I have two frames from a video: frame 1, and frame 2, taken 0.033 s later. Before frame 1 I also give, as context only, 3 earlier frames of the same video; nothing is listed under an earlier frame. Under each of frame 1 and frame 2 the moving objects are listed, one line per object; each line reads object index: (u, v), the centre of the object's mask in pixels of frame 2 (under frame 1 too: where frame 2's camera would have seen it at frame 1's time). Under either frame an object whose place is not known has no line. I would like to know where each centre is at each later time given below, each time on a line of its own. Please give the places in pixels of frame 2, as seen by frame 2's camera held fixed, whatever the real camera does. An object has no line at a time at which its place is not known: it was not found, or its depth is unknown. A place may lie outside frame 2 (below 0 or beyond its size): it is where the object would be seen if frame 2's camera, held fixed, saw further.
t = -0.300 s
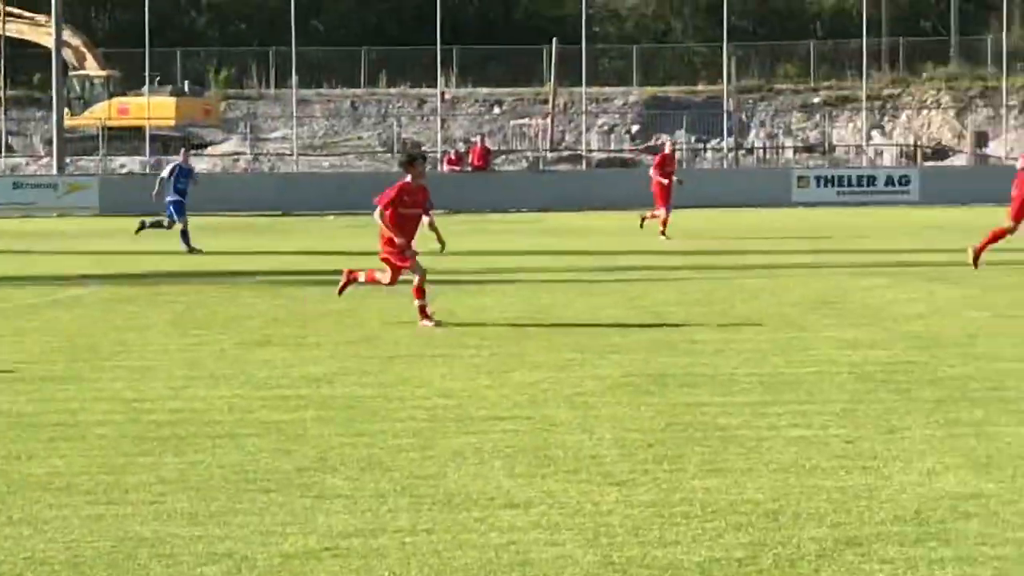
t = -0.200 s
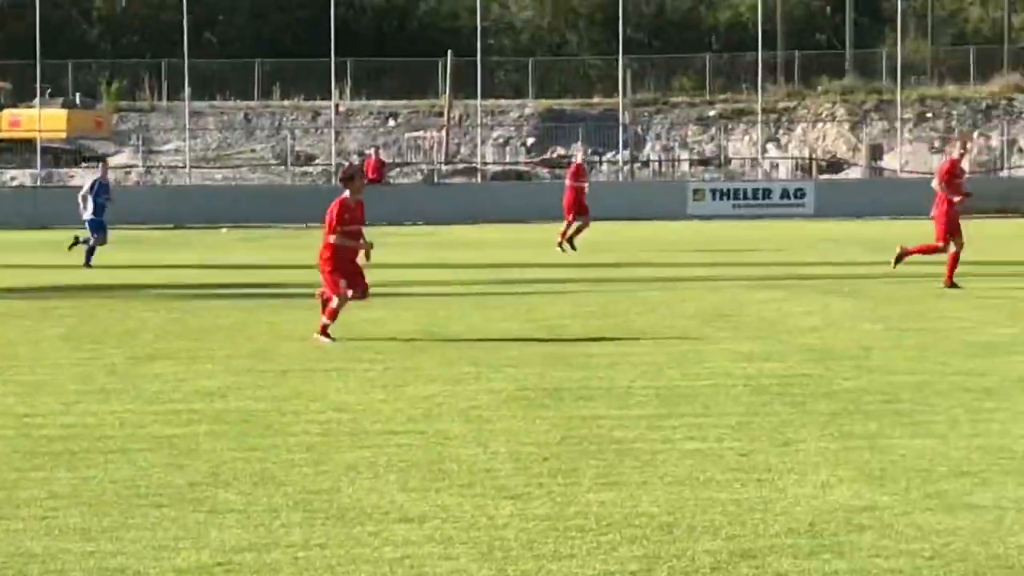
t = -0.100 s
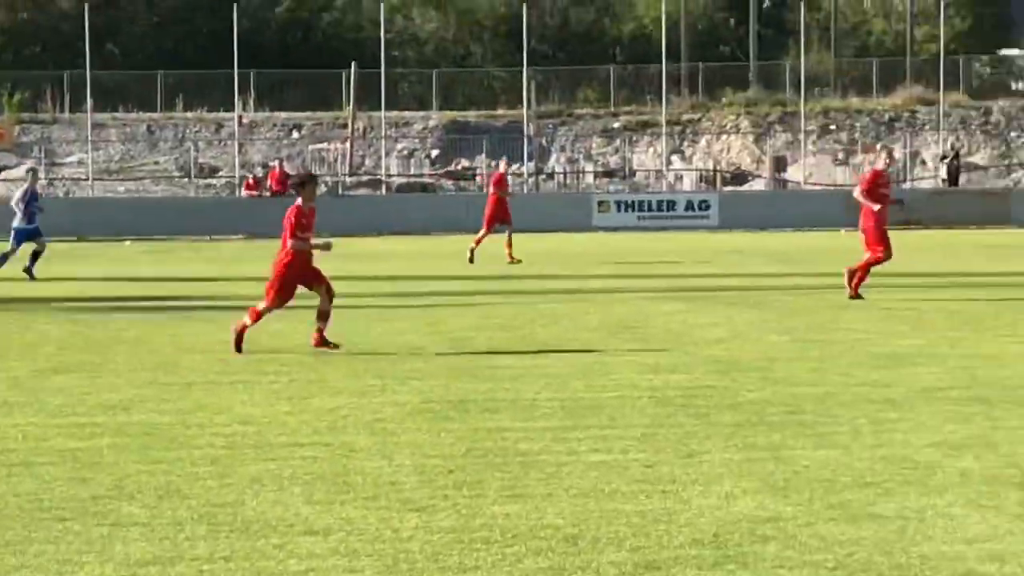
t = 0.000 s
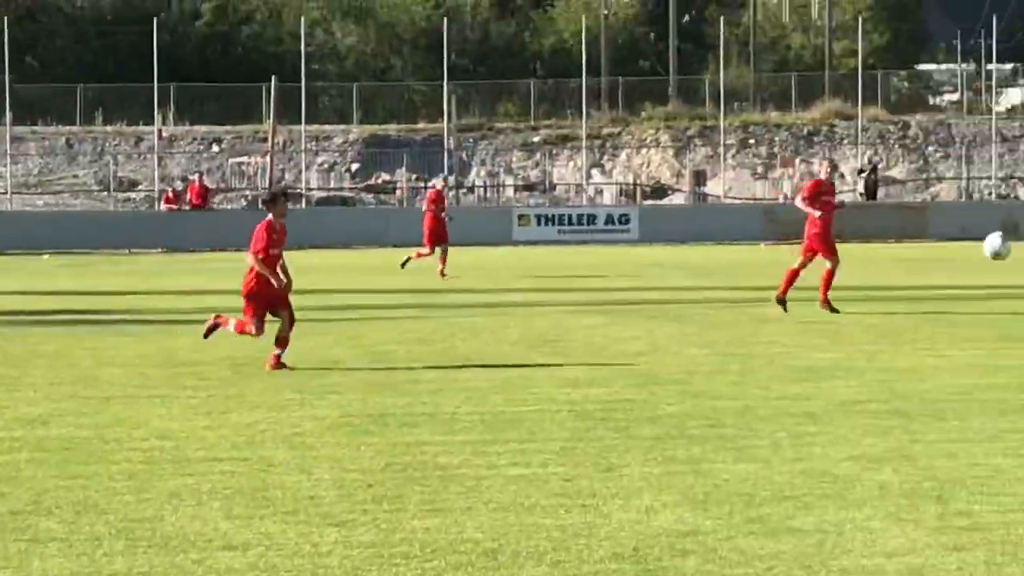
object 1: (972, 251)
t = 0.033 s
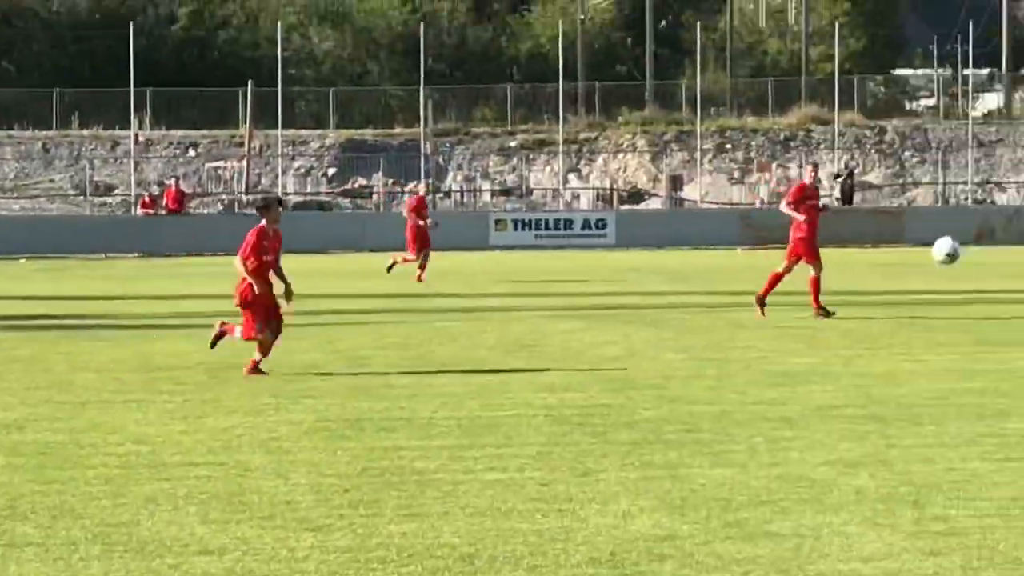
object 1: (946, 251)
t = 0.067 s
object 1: (919, 252)
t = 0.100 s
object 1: (894, 254)
